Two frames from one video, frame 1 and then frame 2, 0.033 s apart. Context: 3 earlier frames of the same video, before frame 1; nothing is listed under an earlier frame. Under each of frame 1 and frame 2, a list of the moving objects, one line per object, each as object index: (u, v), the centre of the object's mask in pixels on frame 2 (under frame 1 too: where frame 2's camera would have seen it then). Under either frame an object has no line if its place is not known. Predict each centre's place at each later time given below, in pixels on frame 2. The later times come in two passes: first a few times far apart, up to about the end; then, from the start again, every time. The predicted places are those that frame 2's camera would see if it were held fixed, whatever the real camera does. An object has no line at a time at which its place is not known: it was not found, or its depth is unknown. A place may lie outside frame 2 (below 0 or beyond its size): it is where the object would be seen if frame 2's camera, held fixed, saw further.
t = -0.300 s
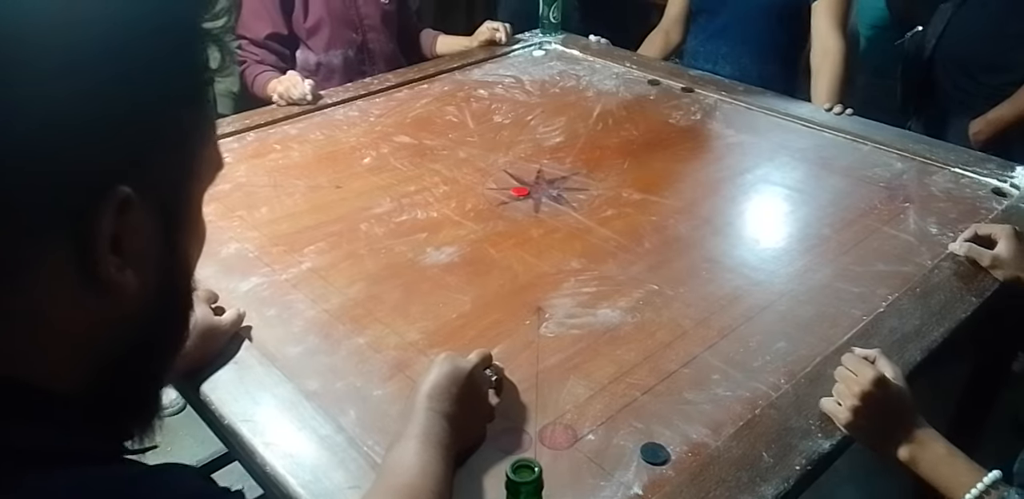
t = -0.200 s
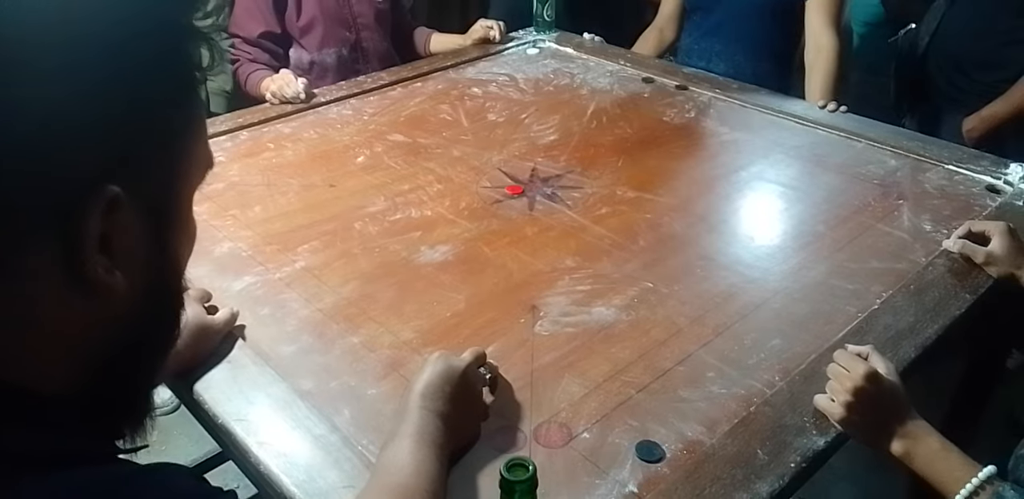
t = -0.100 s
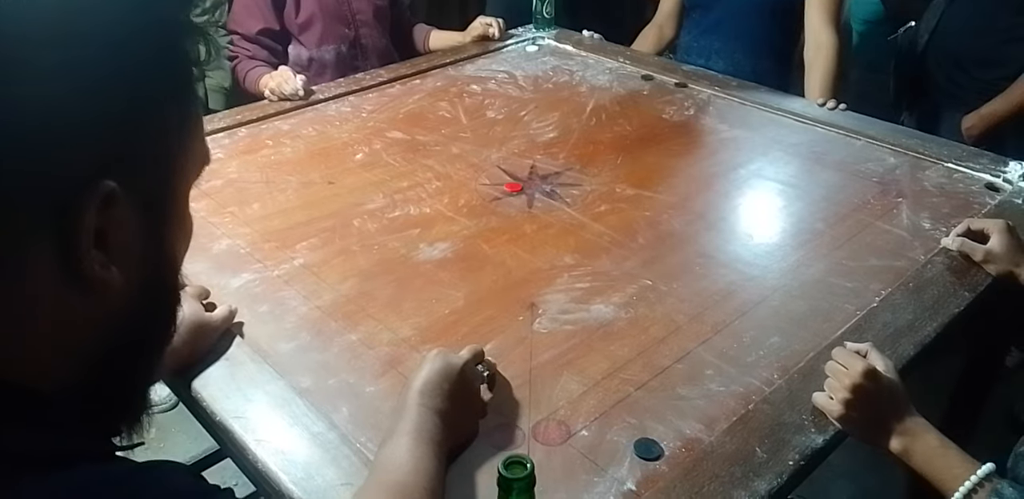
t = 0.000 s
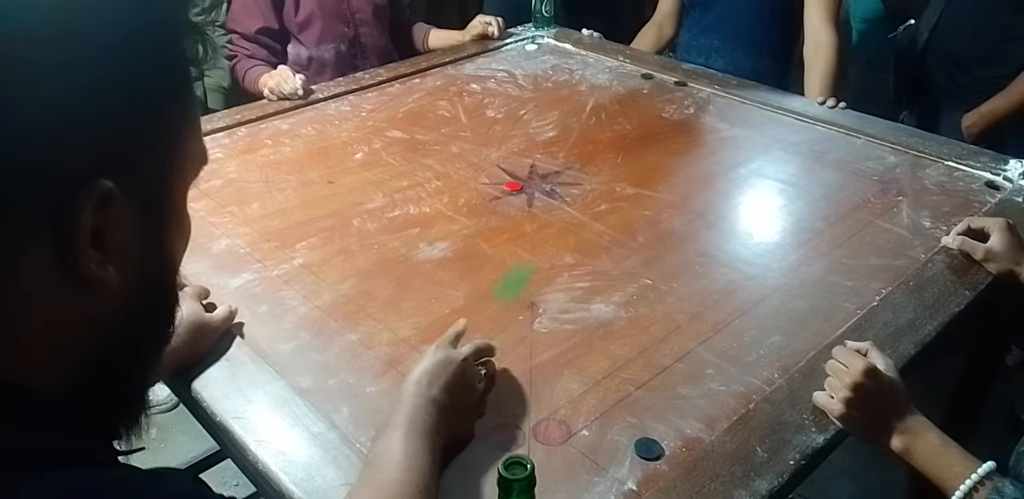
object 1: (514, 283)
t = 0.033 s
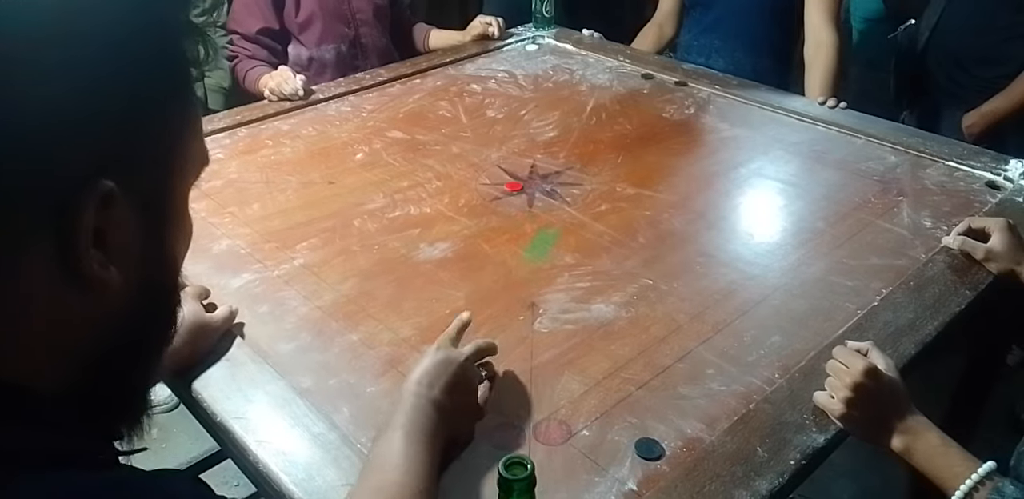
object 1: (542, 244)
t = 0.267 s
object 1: (656, 83)
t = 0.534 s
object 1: (541, 131)
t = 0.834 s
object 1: (414, 184)
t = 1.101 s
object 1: (342, 215)
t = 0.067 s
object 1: (564, 211)
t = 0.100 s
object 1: (584, 183)
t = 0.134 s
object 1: (602, 160)
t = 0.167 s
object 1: (618, 137)
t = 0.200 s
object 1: (632, 117)
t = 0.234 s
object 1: (645, 98)
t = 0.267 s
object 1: (656, 83)
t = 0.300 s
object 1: (650, 85)
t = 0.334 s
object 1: (635, 92)
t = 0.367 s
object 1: (619, 98)
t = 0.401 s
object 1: (603, 105)
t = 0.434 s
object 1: (587, 111)
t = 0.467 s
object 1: (572, 118)
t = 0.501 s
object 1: (556, 125)
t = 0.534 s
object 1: (541, 131)
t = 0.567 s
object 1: (525, 137)
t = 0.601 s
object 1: (510, 143)
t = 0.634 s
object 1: (494, 150)
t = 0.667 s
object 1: (481, 156)
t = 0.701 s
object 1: (466, 162)
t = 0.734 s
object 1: (452, 168)
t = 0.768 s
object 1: (439, 173)
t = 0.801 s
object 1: (427, 179)
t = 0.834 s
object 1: (414, 184)
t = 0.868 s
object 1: (404, 188)
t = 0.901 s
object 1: (393, 193)
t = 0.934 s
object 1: (382, 198)
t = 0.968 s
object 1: (372, 202)
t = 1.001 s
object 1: (364, 205)
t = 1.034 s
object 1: (355, 209)
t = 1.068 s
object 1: (348, 212)
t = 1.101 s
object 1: (342, 215)
